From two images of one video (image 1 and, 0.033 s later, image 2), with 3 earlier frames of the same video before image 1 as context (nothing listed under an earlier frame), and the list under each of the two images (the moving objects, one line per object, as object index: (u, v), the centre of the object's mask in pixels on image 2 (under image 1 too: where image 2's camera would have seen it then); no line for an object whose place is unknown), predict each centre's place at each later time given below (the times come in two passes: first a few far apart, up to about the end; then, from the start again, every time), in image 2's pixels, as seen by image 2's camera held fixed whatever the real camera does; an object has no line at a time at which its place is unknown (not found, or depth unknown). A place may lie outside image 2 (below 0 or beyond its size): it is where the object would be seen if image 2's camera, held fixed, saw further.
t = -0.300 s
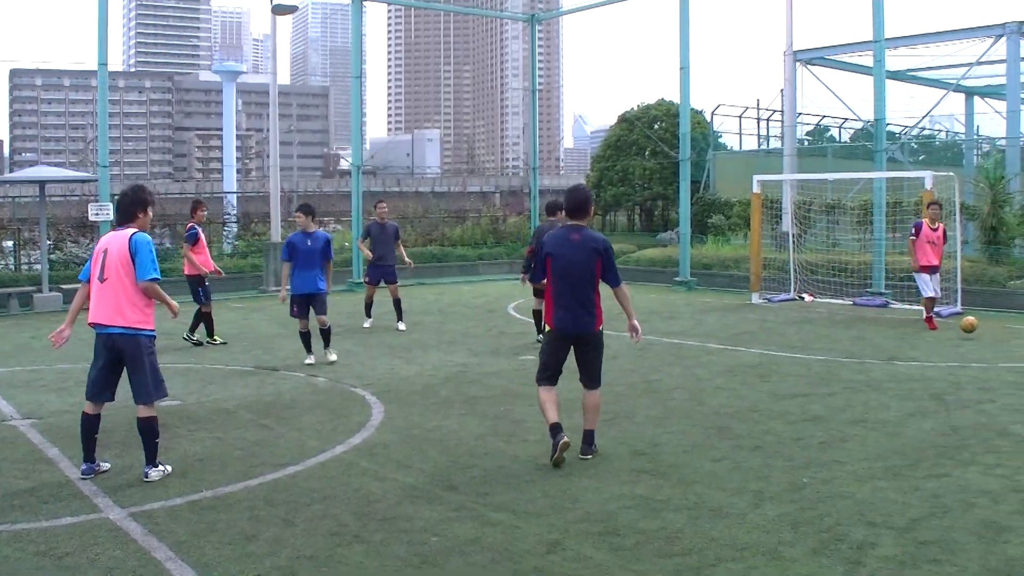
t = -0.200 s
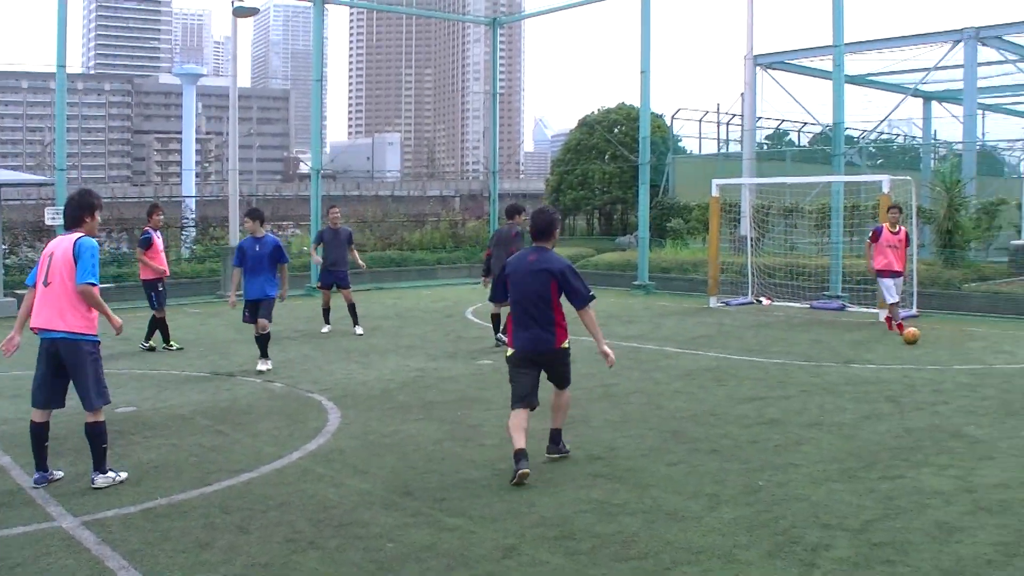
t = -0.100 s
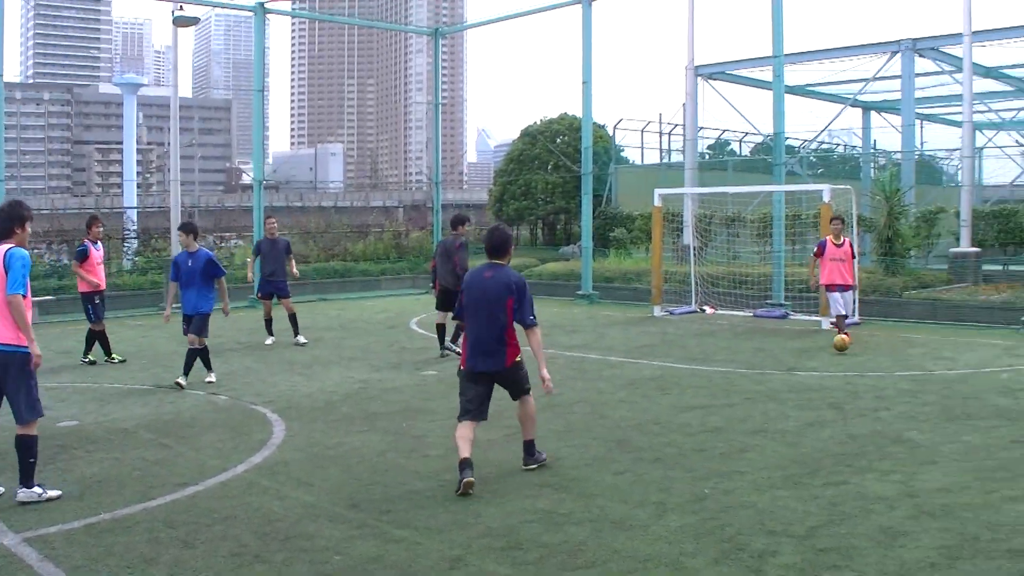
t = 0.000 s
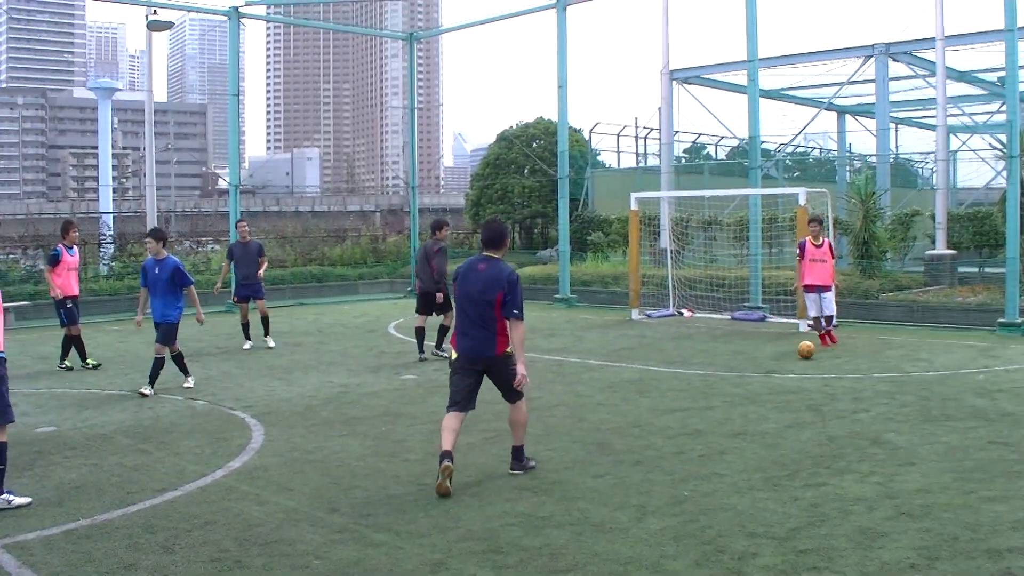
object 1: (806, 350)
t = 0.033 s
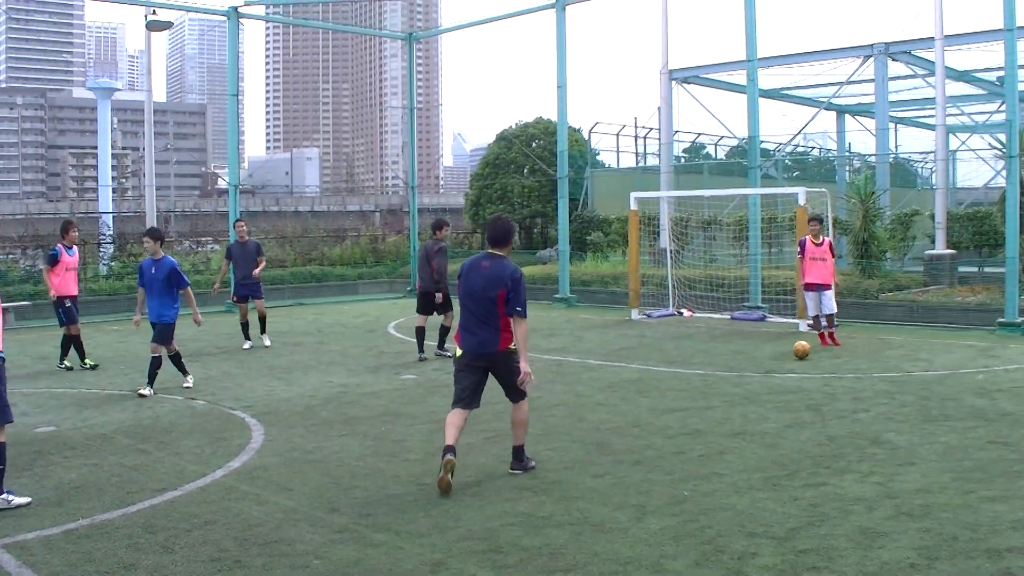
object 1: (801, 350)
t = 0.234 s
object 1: (777, 355)
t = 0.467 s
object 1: (747, 362)
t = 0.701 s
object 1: (713, 369)
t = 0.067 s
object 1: (797, 351)
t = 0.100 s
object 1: (794, 353)
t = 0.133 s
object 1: (790, 353)
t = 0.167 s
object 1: (786, 354)
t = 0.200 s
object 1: (782, 355)
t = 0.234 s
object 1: (777, 355)
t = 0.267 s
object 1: (773, 356)
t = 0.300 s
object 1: (769, 358)
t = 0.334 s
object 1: (765, 358)
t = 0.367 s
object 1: (760, 359)
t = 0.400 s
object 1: (756, 360)
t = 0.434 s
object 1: (751, 361)
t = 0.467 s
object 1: (747, 362)
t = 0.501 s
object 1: (742, 364)
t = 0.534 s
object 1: (738, 364)
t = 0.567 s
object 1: (732, 365)
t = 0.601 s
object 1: (728, 367)
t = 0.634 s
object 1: (723, 368)
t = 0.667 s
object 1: (718, 369)
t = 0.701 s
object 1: (713, 369)
